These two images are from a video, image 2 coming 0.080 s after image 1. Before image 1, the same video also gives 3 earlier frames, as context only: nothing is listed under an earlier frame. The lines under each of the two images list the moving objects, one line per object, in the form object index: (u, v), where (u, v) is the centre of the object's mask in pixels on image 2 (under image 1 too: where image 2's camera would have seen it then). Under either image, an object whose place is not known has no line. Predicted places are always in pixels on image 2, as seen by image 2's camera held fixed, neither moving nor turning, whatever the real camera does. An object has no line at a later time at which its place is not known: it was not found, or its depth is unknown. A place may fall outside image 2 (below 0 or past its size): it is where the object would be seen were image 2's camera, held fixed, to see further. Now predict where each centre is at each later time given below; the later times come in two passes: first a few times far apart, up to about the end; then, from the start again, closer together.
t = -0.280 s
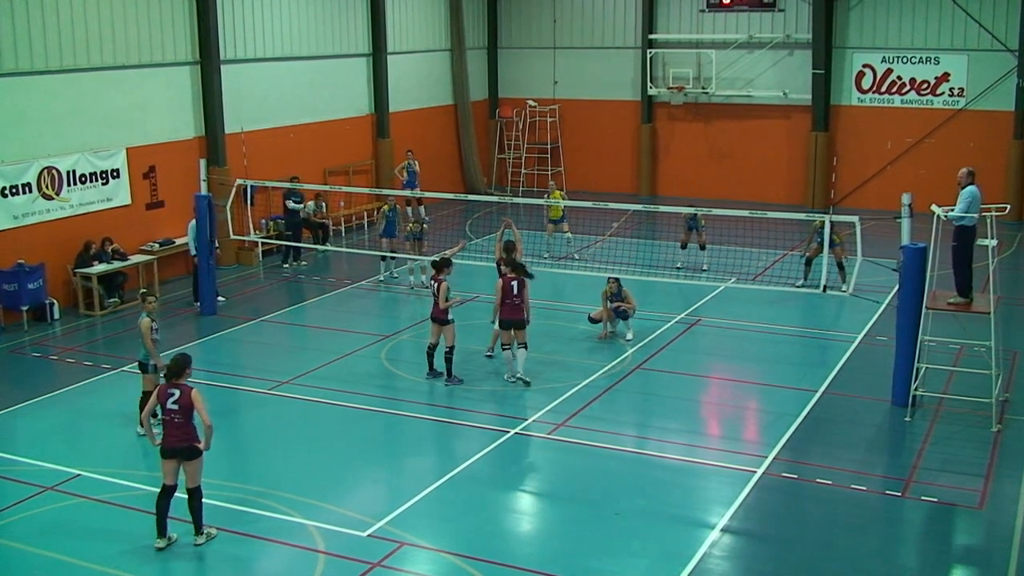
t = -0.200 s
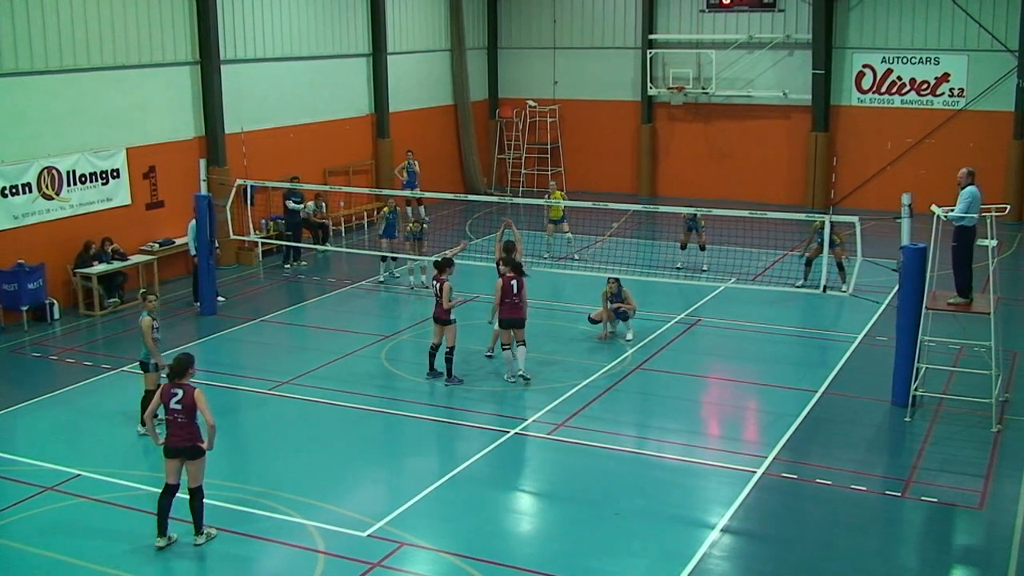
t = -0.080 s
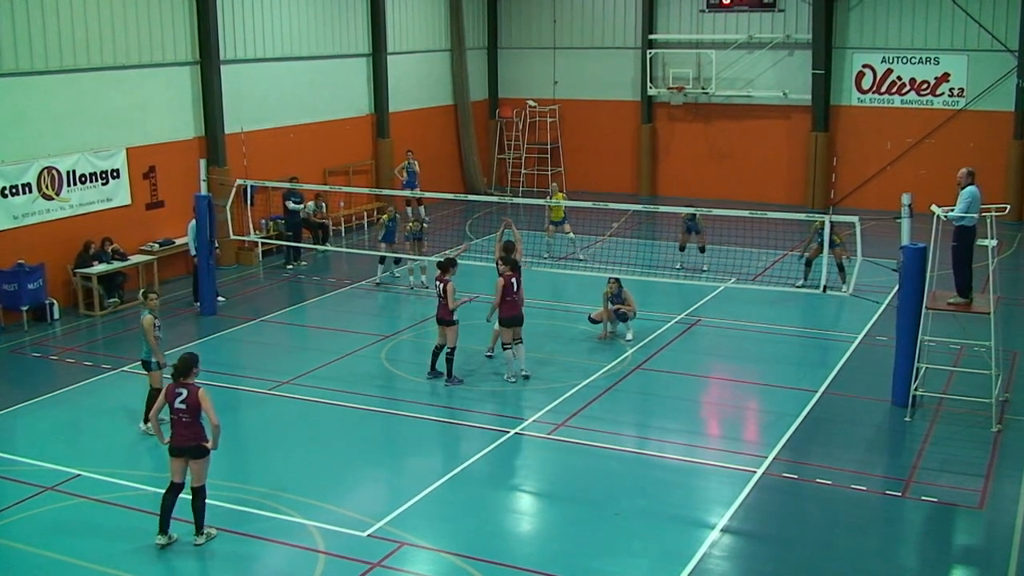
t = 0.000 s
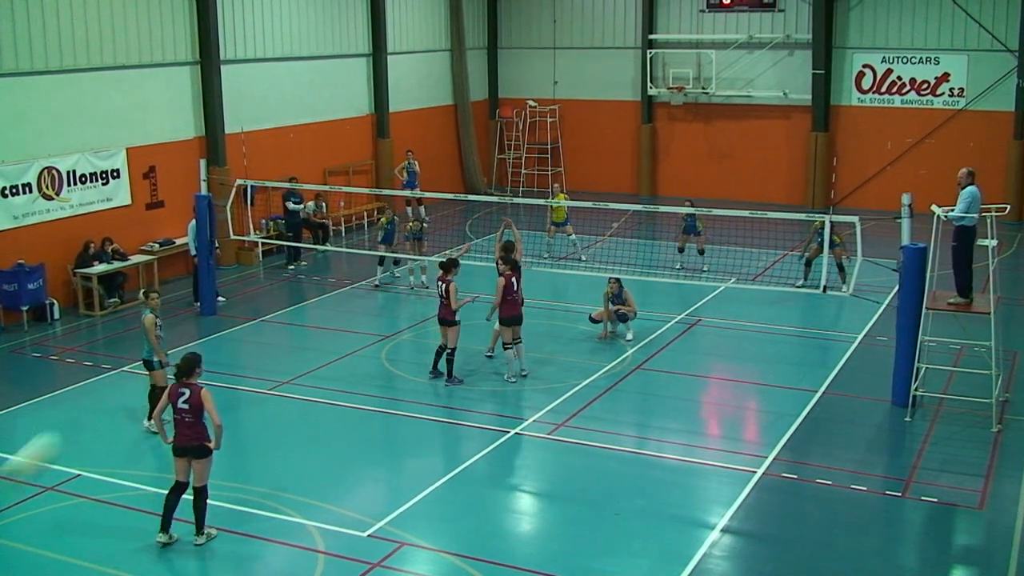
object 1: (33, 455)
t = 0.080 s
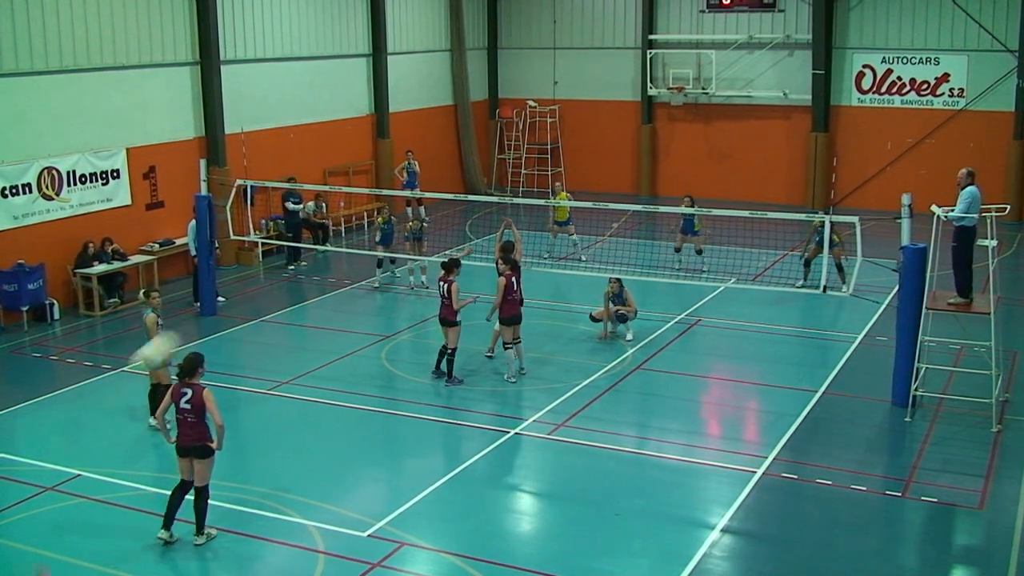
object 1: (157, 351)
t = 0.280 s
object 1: (368, 207)
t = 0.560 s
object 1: (522, 146)
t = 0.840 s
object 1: (611, 152)
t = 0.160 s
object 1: (254, 277)
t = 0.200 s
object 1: (295, 249)
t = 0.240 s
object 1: (332, 228)
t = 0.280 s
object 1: (368, 207)
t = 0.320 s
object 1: (396, 193)
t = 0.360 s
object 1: (423, 180)
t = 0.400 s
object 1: (446, 171)
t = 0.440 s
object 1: (467, 163)
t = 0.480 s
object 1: (487, 156)
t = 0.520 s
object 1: (504, 151)
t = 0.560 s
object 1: (522, 146)
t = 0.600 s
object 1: (537, 145)
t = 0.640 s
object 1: (552, 143)
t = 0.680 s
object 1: (565, 143)
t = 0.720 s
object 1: (578, 144)
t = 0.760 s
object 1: (590, 146)
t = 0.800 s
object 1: (601, 149)
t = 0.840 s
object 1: (611, 152)
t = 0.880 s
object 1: (621, 156)
